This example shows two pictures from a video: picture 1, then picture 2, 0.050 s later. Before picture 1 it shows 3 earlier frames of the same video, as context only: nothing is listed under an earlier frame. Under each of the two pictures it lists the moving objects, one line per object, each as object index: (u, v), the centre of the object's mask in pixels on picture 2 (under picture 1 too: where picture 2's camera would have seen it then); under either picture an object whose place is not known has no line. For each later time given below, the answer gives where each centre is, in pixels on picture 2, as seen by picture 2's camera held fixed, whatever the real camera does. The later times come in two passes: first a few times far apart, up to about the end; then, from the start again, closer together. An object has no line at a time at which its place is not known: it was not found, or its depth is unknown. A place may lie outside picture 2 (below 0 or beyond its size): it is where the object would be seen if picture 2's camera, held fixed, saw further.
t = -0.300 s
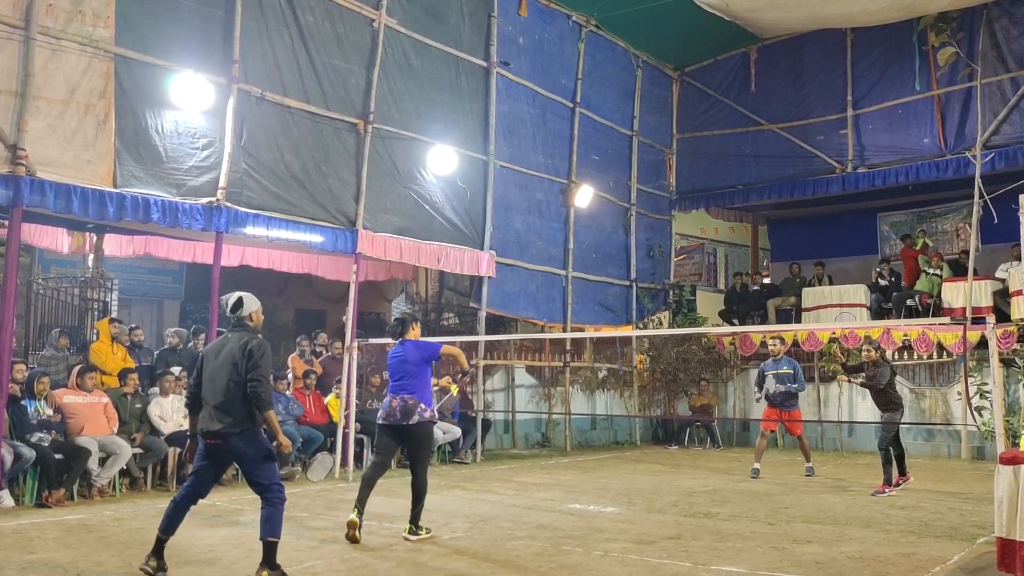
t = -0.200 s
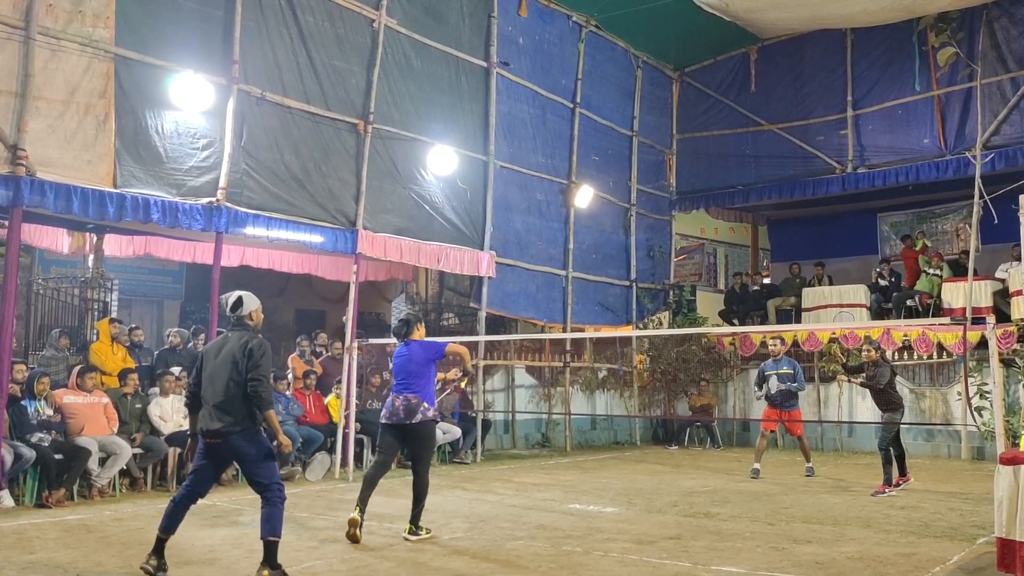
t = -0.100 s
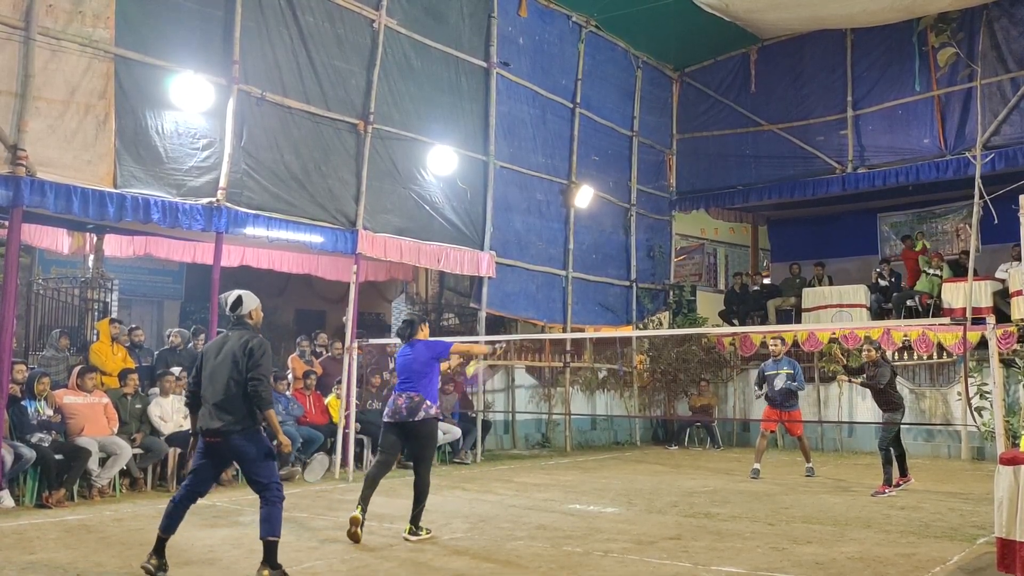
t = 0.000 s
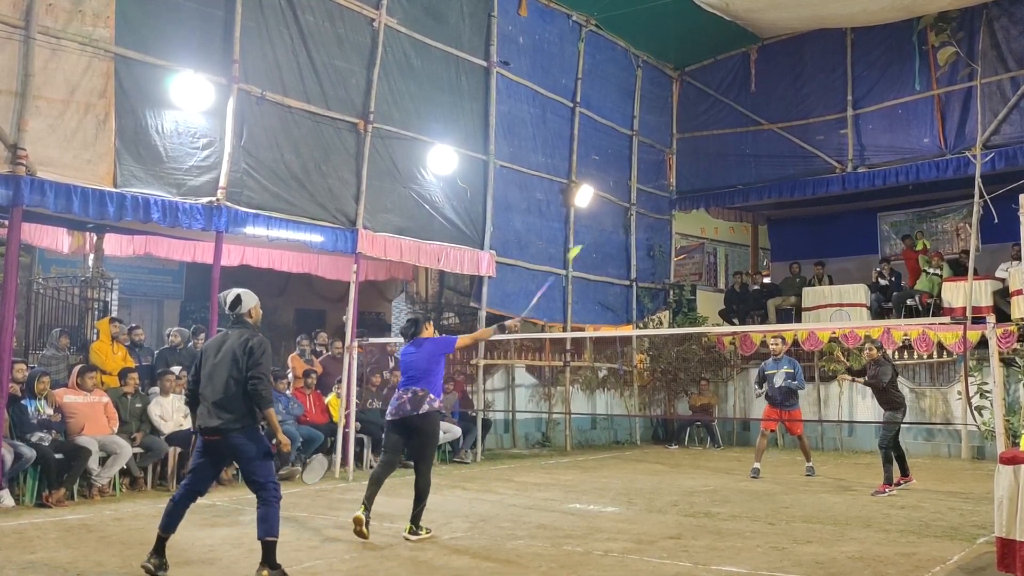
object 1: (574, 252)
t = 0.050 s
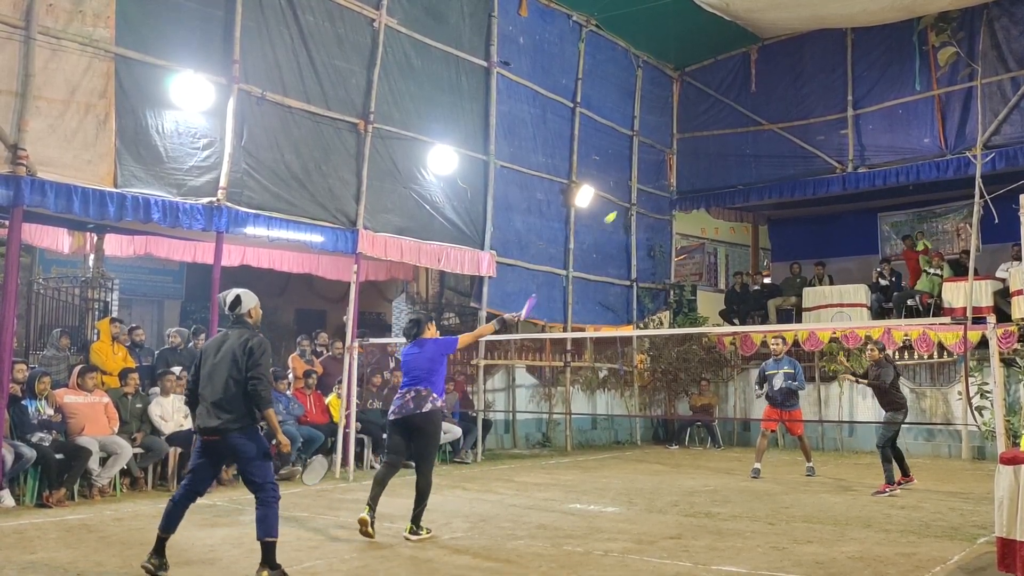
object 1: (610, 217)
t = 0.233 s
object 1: (694, 148)
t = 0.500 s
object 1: (764, 132)
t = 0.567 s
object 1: (778, 137)
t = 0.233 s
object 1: (694, 148)
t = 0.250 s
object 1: (699, 145)
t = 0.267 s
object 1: (705, 142)
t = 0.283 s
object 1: (710, 140)
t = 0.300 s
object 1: (715, 137)
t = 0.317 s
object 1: (720, 135)
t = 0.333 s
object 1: (725, 134)
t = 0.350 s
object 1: (729, 132)
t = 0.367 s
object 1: (733, 131)
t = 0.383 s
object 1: (737, 131)
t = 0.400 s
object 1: (741, 130)
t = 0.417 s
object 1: (746, 130)
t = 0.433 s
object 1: (750, 130)
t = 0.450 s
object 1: (753, 130)
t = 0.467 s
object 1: (757, 130)
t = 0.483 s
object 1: (761, 131)
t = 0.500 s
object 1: (764, 132)
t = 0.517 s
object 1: (768, 133)
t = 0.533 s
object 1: (771, 134)
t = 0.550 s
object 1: (774, 136)
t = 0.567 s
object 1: (778, 137)
